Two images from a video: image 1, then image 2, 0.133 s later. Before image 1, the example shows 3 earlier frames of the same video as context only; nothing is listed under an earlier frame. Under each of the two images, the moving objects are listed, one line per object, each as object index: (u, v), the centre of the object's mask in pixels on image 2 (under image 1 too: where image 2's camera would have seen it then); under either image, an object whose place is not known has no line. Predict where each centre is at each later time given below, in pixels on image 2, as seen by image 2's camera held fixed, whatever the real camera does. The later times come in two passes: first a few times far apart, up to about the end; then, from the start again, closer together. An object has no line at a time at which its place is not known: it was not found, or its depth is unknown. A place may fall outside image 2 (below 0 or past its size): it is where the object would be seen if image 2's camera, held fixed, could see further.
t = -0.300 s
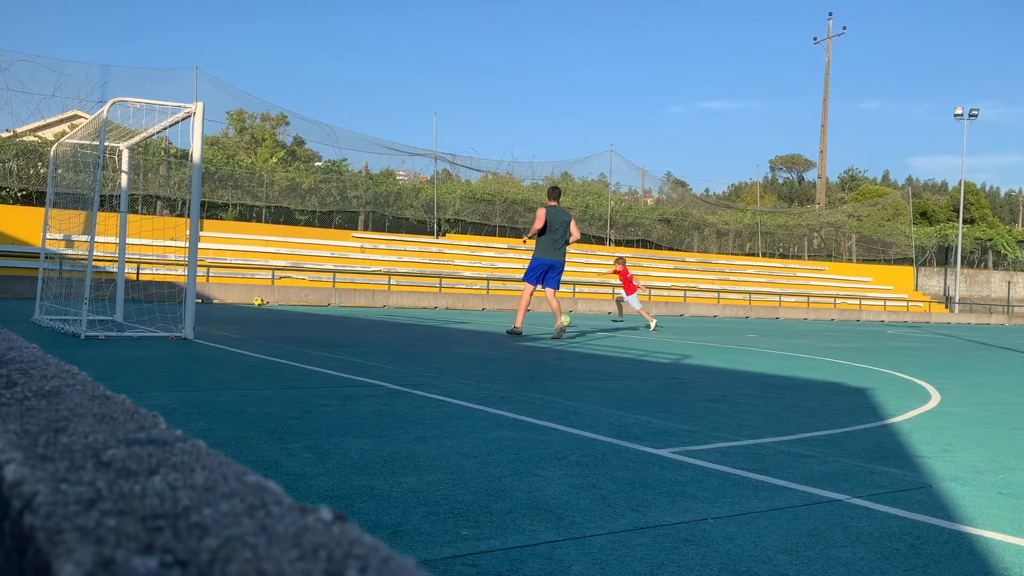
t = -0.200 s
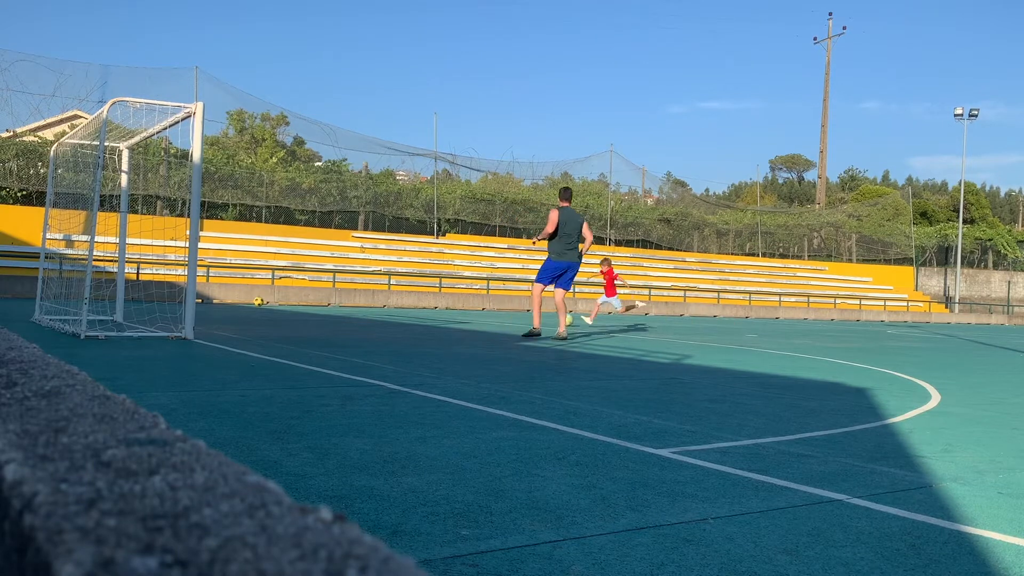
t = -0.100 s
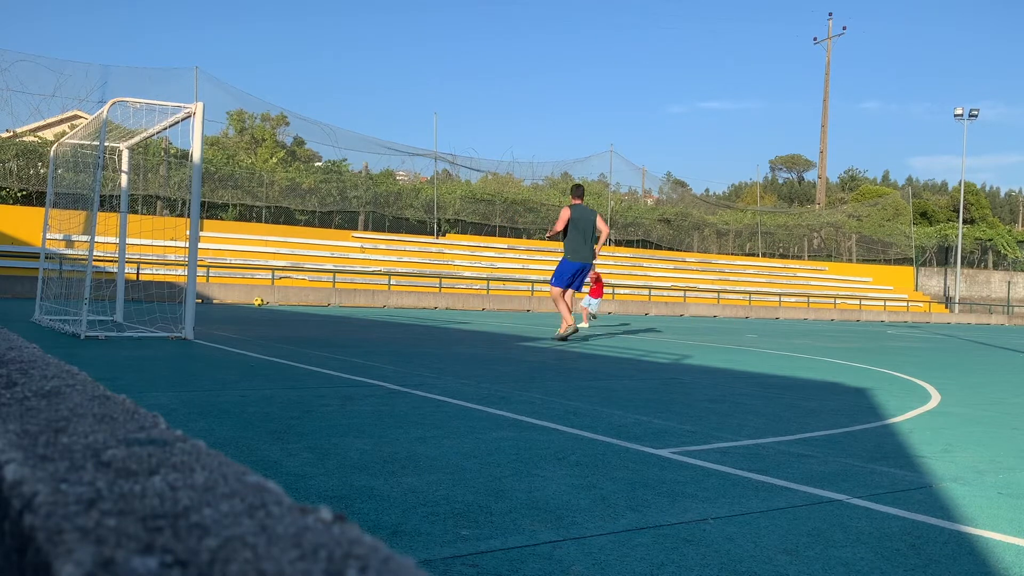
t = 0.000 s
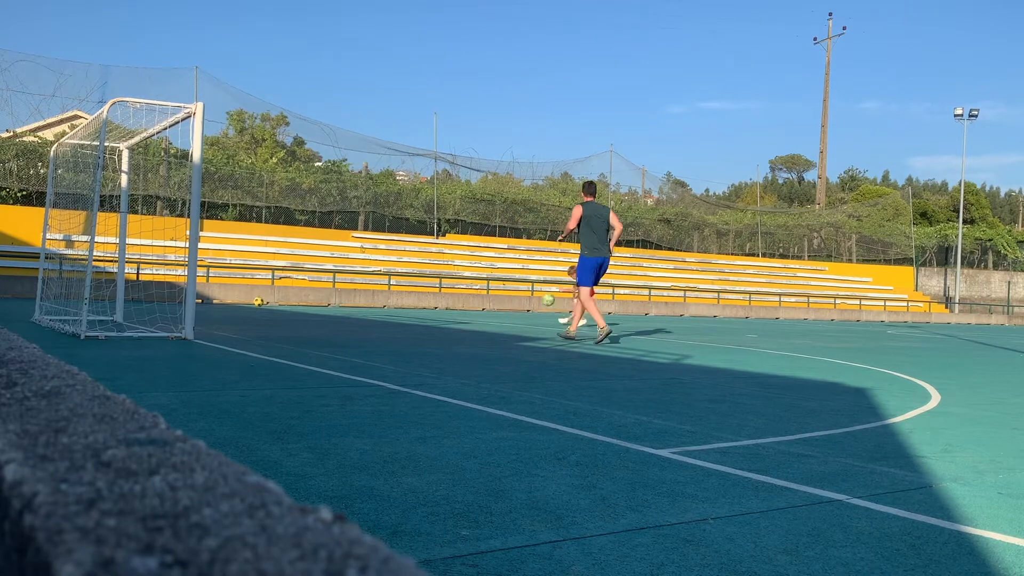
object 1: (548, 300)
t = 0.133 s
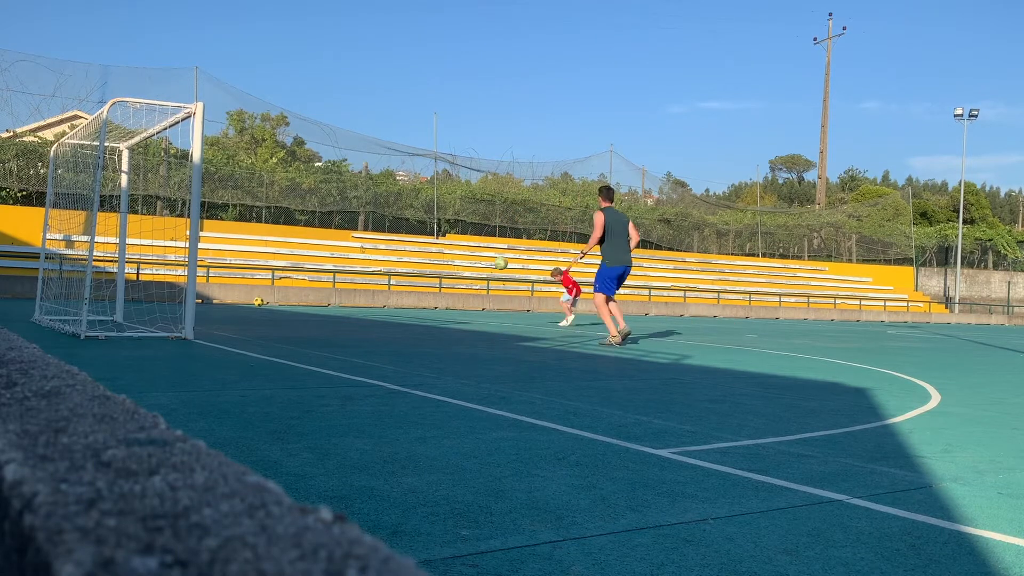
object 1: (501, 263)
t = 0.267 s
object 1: (447, 234)
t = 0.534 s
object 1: (315, 205)
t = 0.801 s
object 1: (137, 230)
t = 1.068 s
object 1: (32, 299)
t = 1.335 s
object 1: (64, 295)
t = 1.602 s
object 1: (83, 314)
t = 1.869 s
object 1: (109, 311)
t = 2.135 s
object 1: (134, 310)
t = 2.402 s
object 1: (158, 315)
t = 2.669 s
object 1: (177, 320)
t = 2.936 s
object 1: (206, 325)
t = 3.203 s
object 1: (229, 325)
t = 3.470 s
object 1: (253, 327)
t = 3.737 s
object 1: (276, 328)
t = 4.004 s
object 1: (298, 329)
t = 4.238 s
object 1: (317, 330)
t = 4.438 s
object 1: (333, 331)
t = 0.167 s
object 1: (488, 255)
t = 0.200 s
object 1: (475, 248)
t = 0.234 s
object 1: (462, 241)
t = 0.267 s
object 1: (447, 234)
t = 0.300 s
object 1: (432, 228)
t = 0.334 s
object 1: (418, 222)
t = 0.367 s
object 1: (402, 218)
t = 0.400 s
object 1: (386, 214)
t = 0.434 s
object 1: (369, 210)
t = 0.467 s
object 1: (352, 208)
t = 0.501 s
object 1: (334, 206)
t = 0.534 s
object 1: (315, 205)
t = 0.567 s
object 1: (296, 204)
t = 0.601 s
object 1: (275, 205)
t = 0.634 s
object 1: (254, 206)
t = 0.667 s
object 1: (232, 209)
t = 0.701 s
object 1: (211, 213)
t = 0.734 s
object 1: (182, 218)
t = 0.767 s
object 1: (162, 223)
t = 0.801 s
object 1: (137, 230)
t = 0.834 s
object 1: (109, 239)
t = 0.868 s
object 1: (80, 249)
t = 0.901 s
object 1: (53, 260)
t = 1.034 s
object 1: (26, 292)
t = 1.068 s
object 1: (32, 299)
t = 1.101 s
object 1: (43, 307)
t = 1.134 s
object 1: (53, 316)
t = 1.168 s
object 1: (57, 310)
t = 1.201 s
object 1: (60, 305)
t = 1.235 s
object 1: (61, 300)
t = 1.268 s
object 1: (62, 296)
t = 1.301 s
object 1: (64, 294)
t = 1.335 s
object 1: (64, 295)
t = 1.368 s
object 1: (69, 296)
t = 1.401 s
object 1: (71, 296)
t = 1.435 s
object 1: (73, 299)
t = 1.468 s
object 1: (74, 303)
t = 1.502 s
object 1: (75, 307)
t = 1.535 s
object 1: (76, 313)
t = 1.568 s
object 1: (78, 317)
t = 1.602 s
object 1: (83, 314)
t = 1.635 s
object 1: (93, 310)
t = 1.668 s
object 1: (97, 307)
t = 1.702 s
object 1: (98, 306)
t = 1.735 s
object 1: (100, 304)
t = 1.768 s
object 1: (101, 304)
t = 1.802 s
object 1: (105, 305)
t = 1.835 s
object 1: (107, 307)
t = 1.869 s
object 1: (109, 311)
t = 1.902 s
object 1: (113, 315)
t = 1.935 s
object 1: (117, 321)
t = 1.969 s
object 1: (119, 319)
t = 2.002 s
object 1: (122, 315)
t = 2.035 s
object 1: (125, 312)
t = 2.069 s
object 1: (128, 310)
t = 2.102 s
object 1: (132, 310)
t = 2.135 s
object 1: (134, 310)
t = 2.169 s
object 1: (137, 312)
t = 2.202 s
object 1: (140, 316)
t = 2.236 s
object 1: (144, 320)
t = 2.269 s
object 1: (146, 321)
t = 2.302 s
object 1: (149, 319)
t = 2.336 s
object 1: (155, 317)
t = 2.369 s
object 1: (157, 315)
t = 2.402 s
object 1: (158, 315)
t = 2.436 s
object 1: (160, 316)
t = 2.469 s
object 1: (165, 319)
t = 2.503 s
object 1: (168, 322)
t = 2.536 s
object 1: (169, 322)
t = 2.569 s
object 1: (172, 320)
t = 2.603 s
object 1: (175, 319)
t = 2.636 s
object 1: (177, 319)
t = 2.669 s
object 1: (177, 320)
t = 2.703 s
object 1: (180, 320)
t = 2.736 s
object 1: (197, 325)
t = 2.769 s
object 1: (198, 323)
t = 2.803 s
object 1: (200, 322)
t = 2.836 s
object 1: (201, 322)
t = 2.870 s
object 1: (203, 323)
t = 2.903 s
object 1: (204, 325)
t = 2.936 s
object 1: (206, 325)
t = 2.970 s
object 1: (209, 323)
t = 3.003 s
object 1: (212, 323)
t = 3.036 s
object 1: (215, 324)
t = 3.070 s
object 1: (218, 326)
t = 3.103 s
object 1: (221, 325)
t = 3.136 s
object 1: (224, 325)
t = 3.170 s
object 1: (226, 326)
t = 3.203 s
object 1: (229, 325)
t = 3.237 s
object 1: (232, 325)
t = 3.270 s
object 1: (235, 326)
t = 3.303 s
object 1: (238, 326)
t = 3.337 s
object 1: (241, 326)
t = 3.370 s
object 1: (244, 327)
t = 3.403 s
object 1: (247, 327)
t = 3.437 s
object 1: (250, 327)
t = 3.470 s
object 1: (253, 327)
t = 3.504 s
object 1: (255, 327)
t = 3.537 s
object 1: (258, 328)
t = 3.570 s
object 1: (261, 328)
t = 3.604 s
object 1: (264, 328)
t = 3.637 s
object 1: (267, 328)
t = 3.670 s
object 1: (270, 328)
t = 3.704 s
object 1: (272, 328)
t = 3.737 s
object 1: (276, 328)
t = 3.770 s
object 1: (278, 328)
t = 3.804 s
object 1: (281, 329)
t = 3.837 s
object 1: (284, 329)
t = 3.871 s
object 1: (287, 329)
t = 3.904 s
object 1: (290, 329)
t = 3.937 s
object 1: (293, 329)
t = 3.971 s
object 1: (295, 329)
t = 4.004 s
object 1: (298, 329)
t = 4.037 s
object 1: (301, 330)
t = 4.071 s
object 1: (304, 330)
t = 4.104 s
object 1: (306, 330)
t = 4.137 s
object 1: (309, 330)
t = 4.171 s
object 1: (311, 330)
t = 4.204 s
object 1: (314, 330)
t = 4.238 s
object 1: (317, 330)
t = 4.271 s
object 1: (320, 330)
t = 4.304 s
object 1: (323, 331)
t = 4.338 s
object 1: (325, 331)
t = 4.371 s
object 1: (328, 331)
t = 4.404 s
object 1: (330, 331)
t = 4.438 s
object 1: (333, 331)
